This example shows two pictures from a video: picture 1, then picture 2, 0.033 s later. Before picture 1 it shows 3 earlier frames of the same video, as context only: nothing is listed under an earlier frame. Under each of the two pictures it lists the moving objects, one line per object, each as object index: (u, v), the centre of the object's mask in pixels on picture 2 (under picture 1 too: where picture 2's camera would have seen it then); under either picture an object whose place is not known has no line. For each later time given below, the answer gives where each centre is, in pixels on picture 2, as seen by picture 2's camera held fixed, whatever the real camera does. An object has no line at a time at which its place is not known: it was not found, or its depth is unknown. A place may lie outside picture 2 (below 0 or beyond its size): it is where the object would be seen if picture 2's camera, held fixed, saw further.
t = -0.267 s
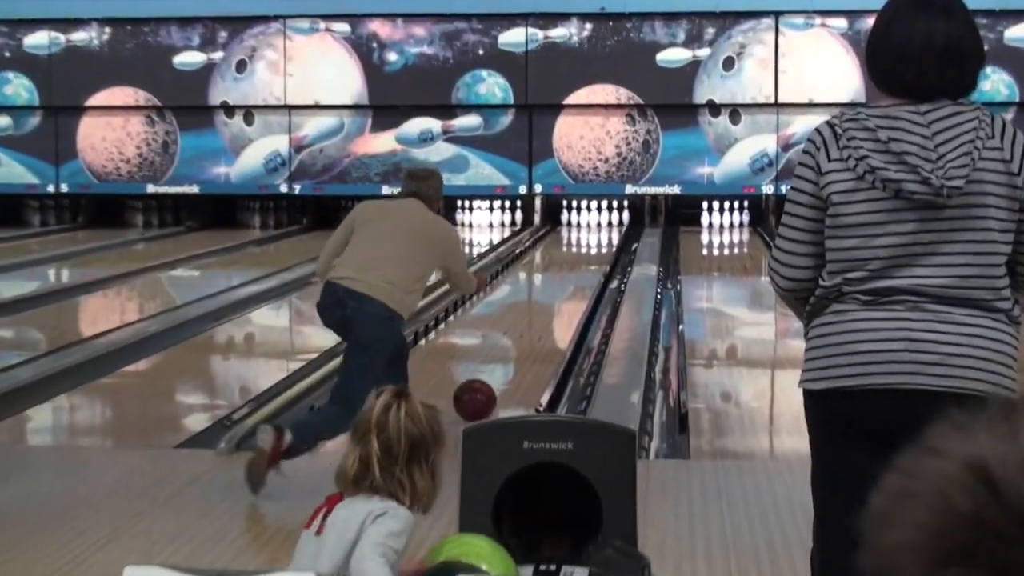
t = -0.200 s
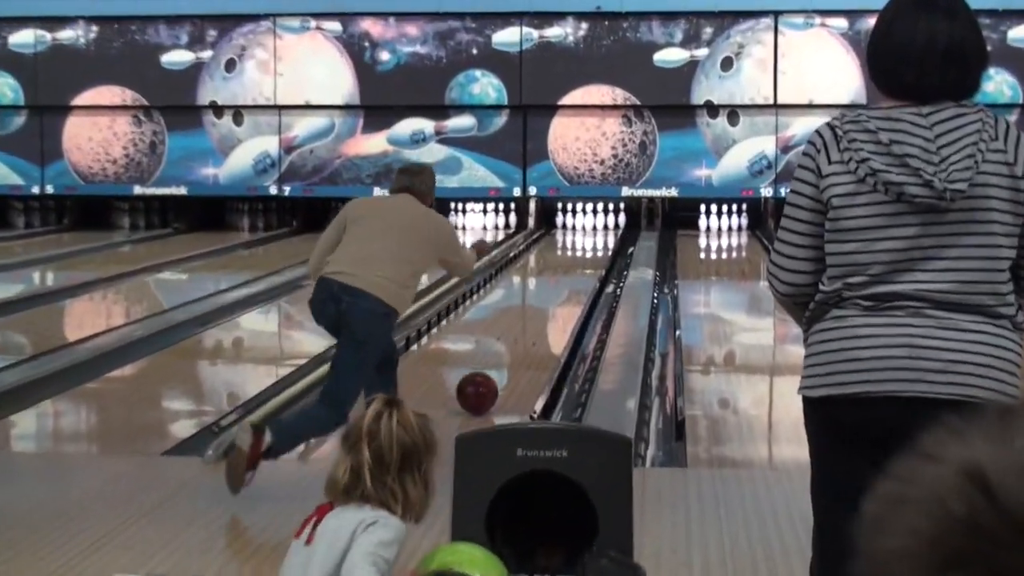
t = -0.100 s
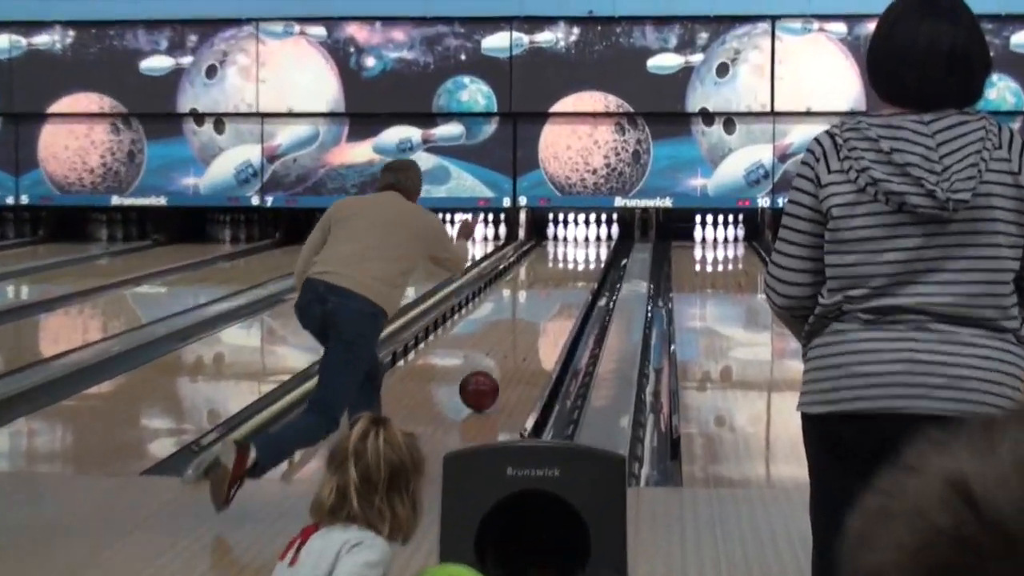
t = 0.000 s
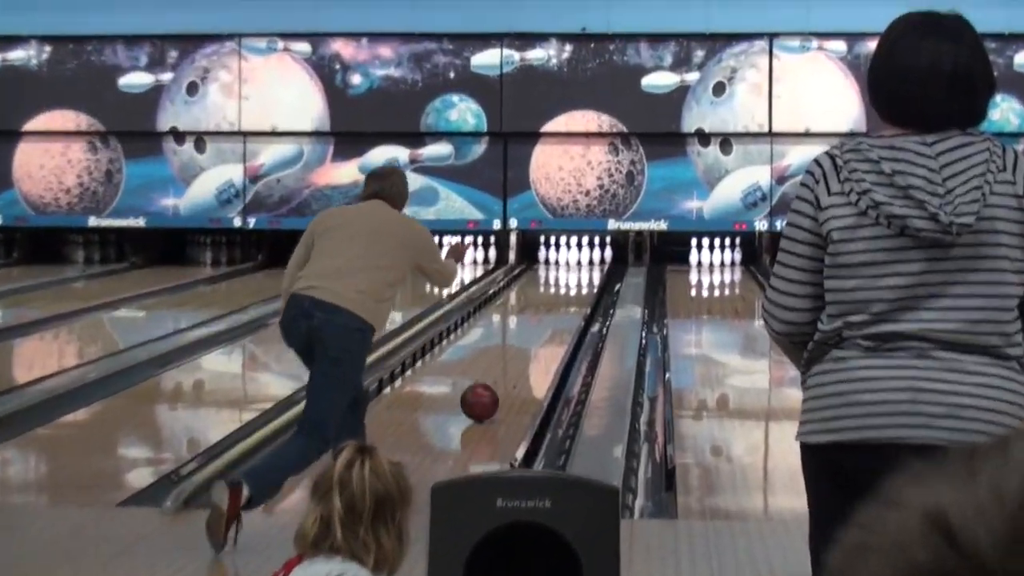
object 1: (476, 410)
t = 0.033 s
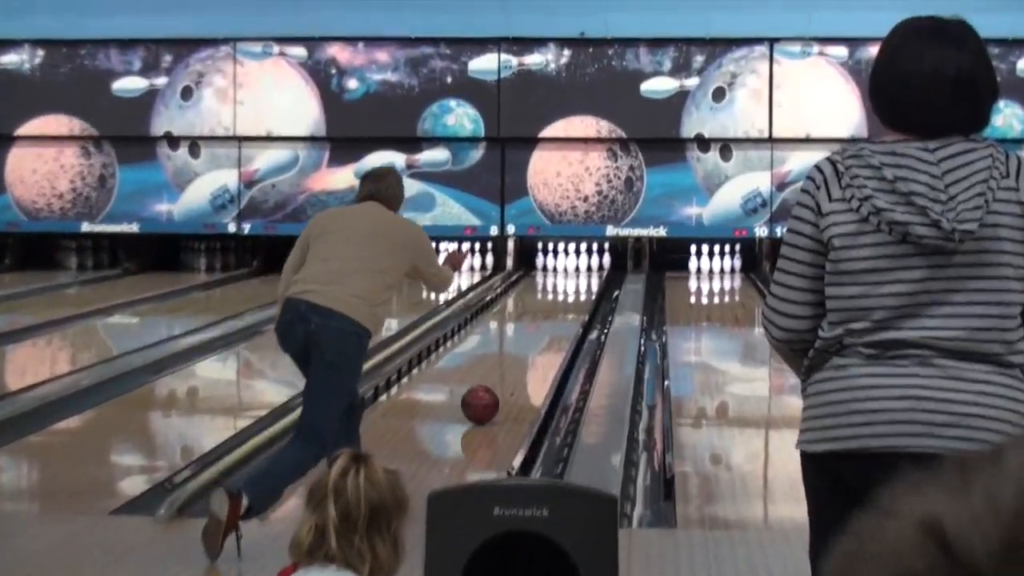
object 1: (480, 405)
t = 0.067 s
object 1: (484, 399)
